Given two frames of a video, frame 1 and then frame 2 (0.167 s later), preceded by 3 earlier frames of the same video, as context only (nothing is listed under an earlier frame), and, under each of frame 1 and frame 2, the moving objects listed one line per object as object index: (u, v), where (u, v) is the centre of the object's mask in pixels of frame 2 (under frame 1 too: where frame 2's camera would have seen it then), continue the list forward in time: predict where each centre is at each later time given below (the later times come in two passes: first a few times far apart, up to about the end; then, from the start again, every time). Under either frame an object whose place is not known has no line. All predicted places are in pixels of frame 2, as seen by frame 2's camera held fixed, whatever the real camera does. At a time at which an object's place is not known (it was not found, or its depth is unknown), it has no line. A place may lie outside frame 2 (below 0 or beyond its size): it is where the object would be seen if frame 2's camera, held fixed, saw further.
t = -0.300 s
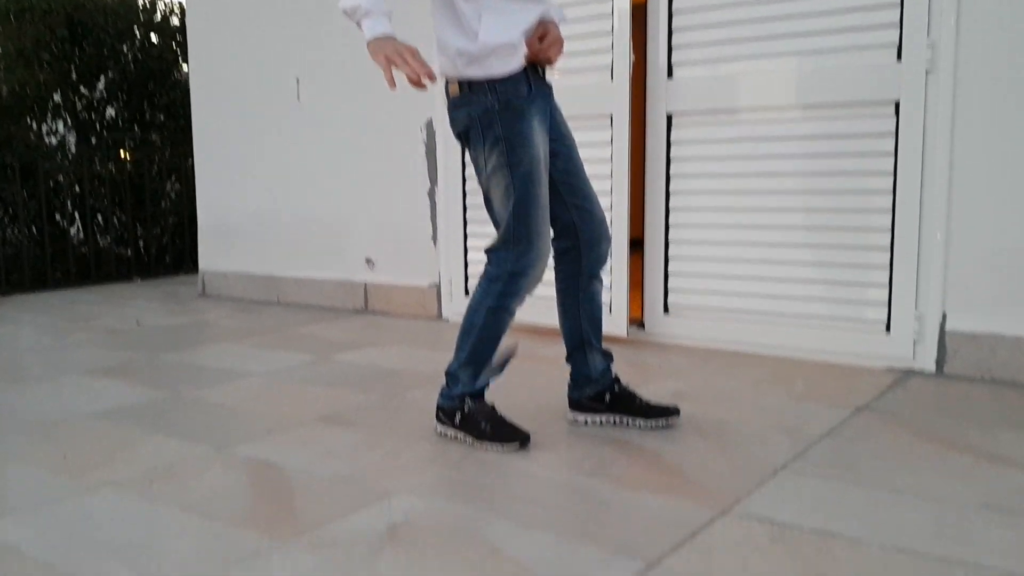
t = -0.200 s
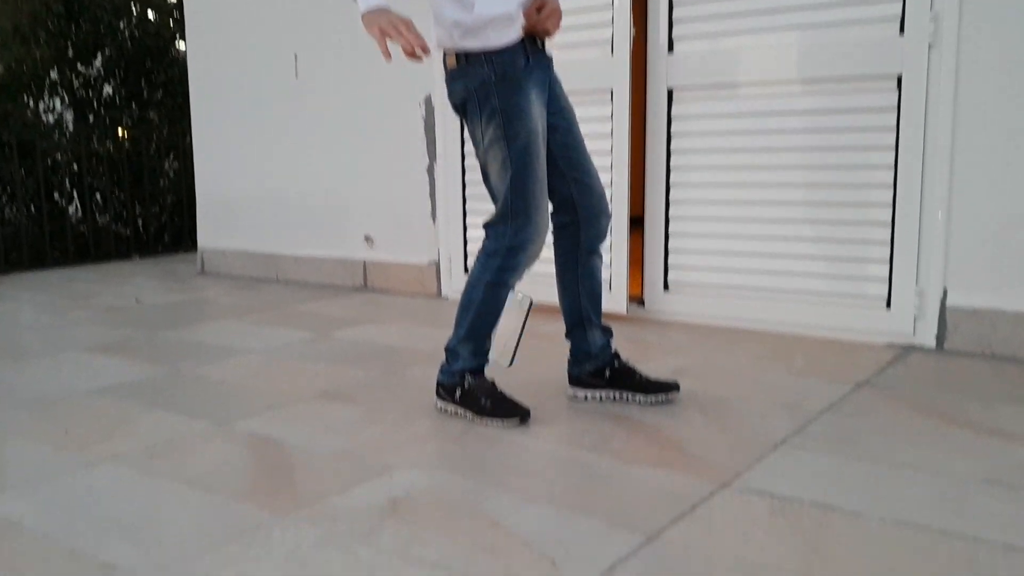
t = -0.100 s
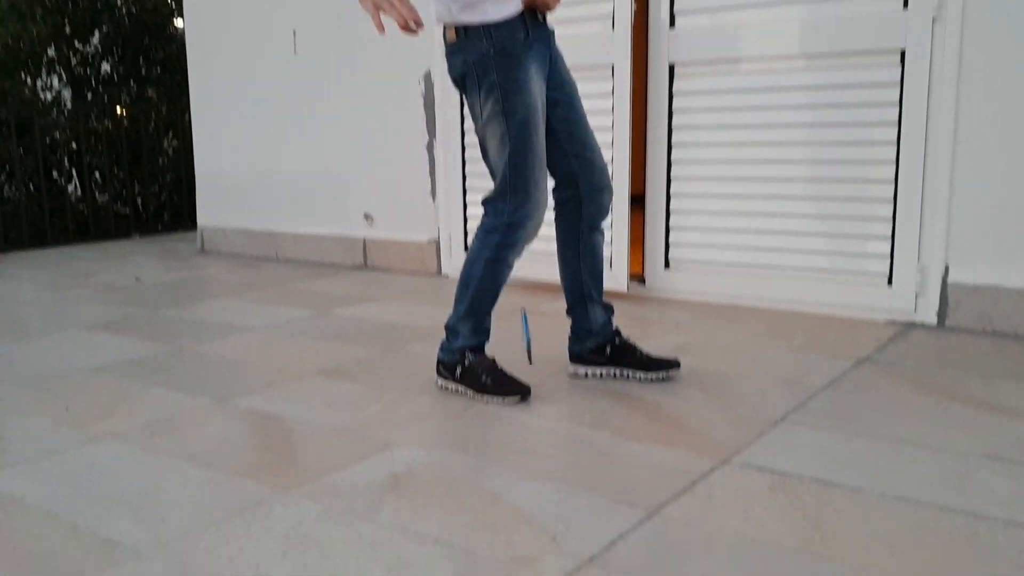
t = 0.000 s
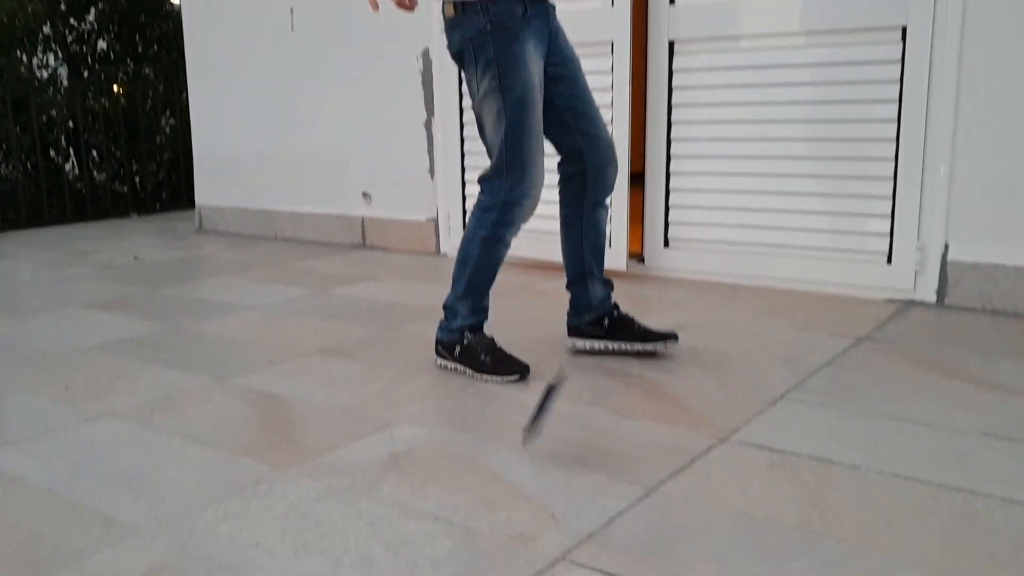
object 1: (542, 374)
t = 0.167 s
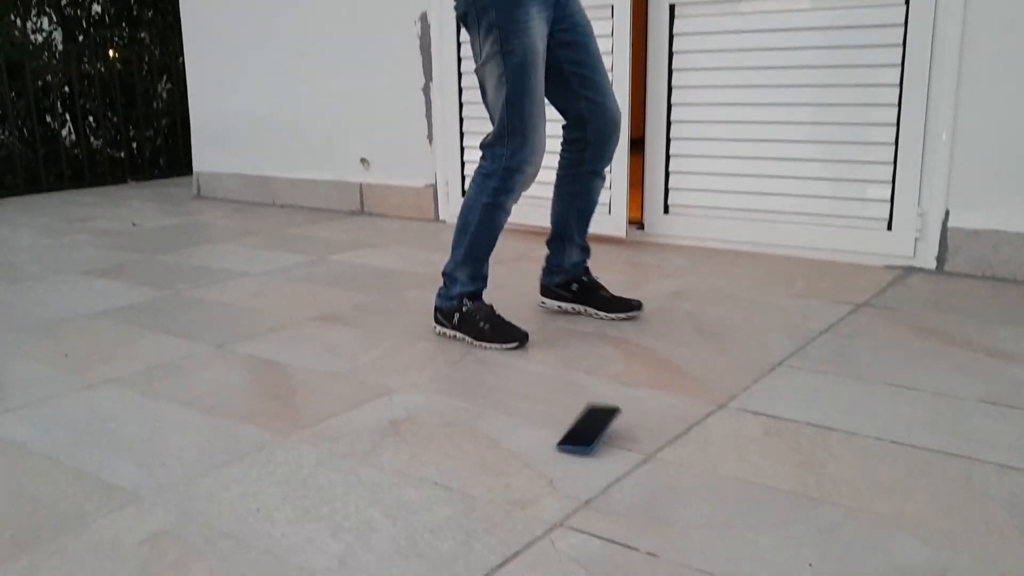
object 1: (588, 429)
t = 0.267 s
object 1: (613, 446)
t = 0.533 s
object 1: (643, 459)
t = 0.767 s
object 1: (646, 460)
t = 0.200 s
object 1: (599, 439)
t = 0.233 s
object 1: (606, 445)
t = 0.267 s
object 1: (613, 446)
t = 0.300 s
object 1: (619, 450)
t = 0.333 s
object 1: (623, 452)
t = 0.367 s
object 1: (628, 454)
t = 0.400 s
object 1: (632, 456)
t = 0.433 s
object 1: (635, 457)
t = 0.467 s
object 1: (638, 458)
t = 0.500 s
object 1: (640, 459)
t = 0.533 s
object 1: (643, 459)
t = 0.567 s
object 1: (644, 460)
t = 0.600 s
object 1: (645, 460)
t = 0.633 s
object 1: (645, 460)
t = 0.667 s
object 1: (645, 460)
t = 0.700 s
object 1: (646, 460)
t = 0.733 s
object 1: (645, 460)
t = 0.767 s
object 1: (646, 460)
